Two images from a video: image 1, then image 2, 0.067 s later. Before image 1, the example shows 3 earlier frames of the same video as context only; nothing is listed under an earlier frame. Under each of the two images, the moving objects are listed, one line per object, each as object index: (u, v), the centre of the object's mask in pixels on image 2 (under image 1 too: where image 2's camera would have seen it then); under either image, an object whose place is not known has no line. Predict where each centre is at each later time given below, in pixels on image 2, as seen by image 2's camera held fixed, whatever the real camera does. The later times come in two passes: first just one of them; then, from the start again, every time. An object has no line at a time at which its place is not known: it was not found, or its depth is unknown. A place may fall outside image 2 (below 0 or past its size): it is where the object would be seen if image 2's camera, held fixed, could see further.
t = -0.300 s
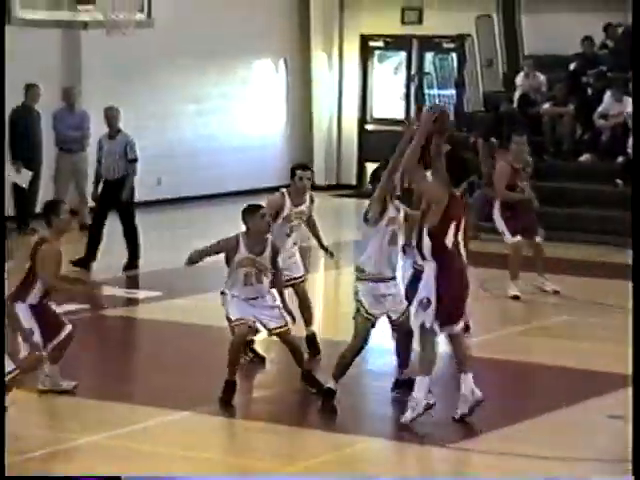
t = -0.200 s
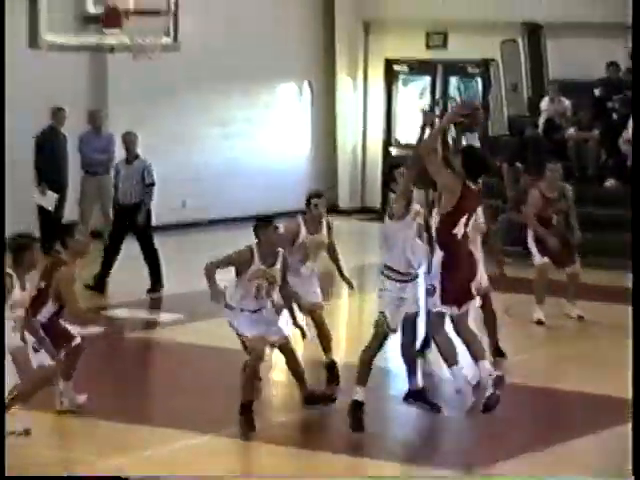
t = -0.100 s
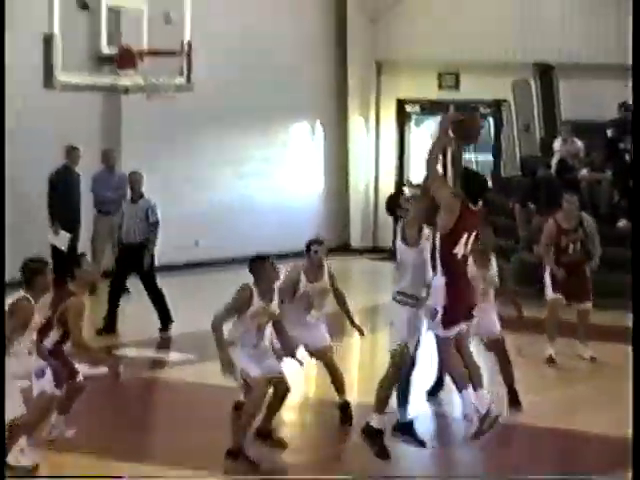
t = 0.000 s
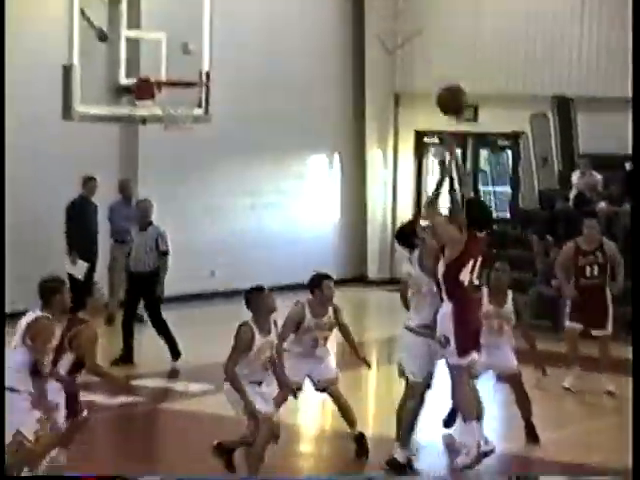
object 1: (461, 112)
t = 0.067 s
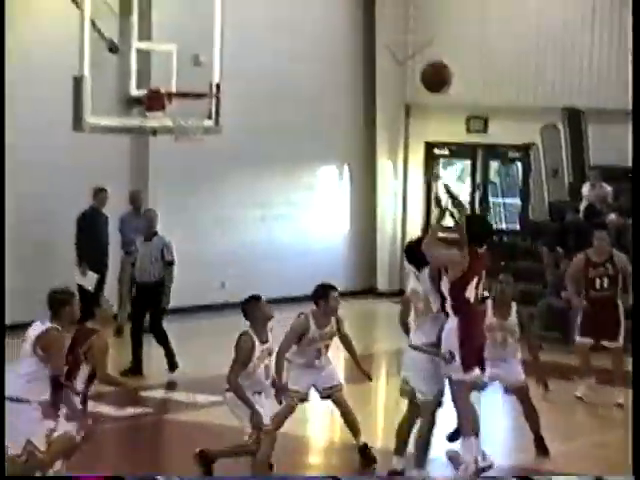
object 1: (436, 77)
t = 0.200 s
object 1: (387, 26)
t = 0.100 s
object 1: (423, 61)
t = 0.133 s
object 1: (412, 47)
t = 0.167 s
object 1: (399, 36)
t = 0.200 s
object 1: (387, 26)
